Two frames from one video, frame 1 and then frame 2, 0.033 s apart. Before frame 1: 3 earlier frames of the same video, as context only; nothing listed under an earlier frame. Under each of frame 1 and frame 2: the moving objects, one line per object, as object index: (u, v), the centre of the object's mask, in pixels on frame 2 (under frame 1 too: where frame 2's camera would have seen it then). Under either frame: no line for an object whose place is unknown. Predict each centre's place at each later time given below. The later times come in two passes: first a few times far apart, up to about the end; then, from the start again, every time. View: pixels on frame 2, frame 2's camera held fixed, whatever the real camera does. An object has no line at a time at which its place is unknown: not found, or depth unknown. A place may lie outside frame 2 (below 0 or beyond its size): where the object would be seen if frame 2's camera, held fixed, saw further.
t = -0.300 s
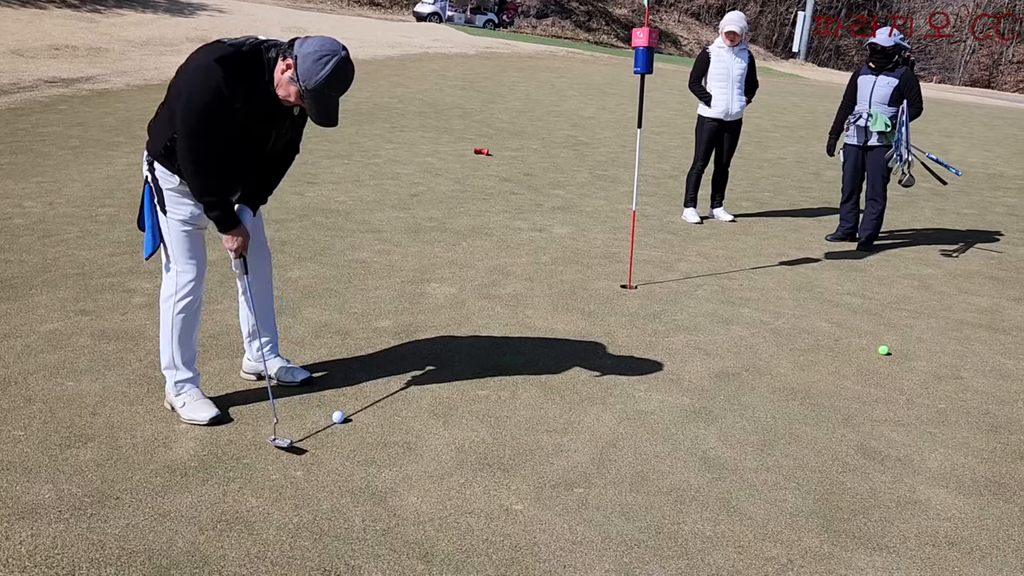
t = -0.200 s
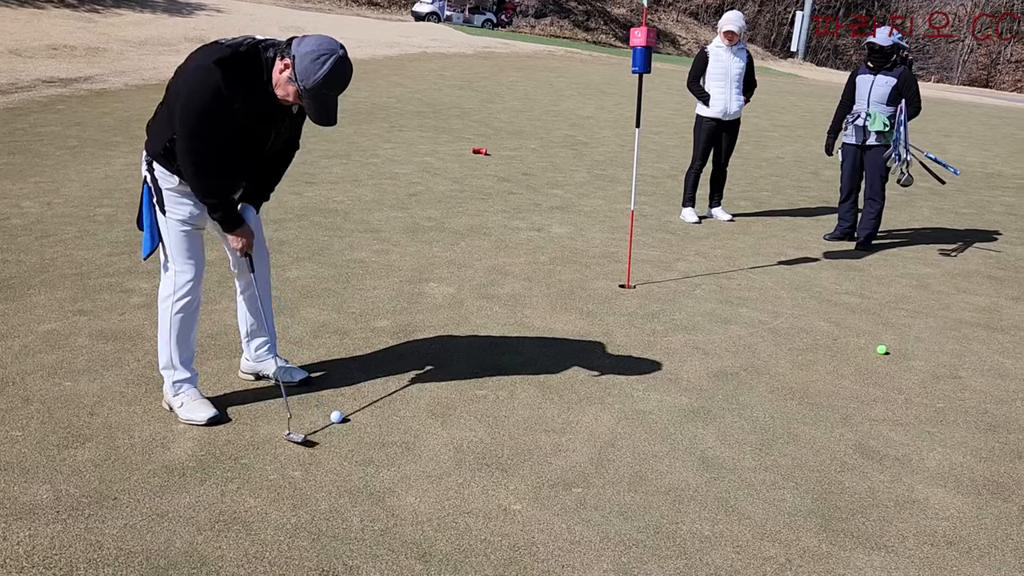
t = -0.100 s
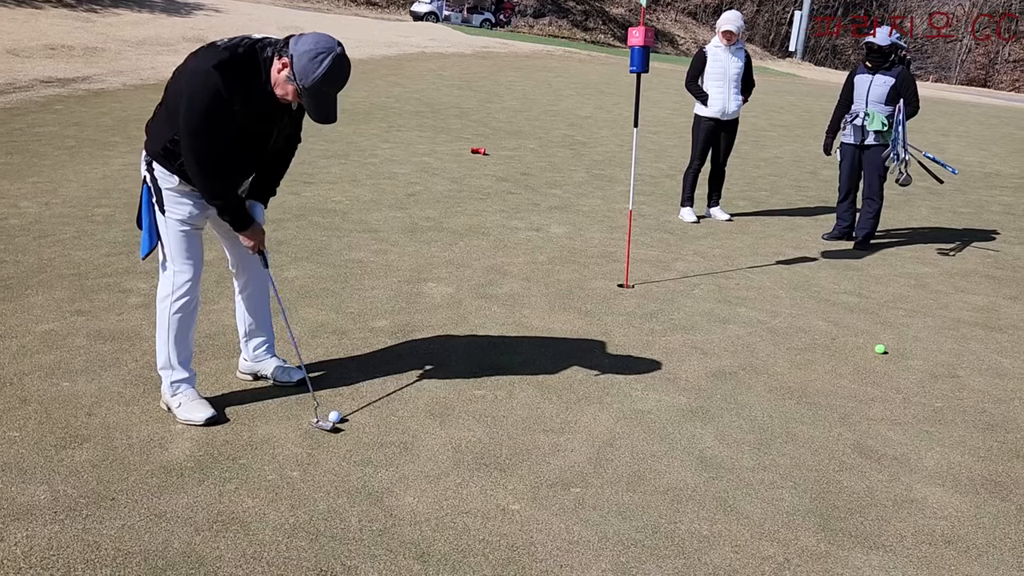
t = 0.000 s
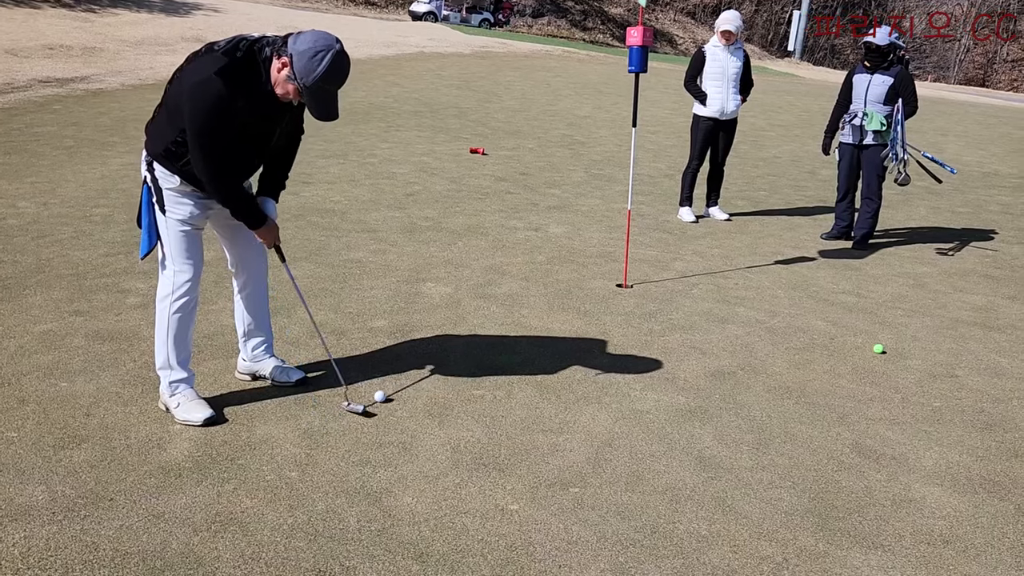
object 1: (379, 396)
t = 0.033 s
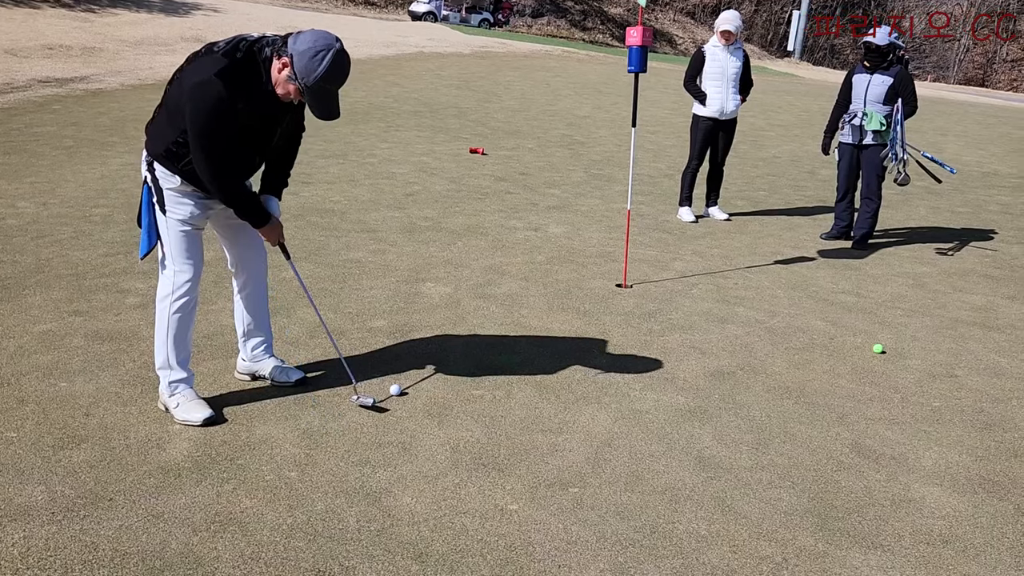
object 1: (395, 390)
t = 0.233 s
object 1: (460, 363)
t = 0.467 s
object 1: (515, 338)
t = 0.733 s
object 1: (562, 318)
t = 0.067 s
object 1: (409, 384)
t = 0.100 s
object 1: (421, 379)
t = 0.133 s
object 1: (432, 374)
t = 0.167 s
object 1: (442, 370)
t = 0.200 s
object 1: (451, 366)
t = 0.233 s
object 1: (460, 363)
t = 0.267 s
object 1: (469, 358)
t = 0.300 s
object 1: (477, 355)
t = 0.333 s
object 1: (486, 351)
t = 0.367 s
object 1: (493, 347)
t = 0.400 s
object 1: (501, 345)
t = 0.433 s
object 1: (509, 341)
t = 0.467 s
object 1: (515, 338)
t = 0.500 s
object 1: (522, 337)
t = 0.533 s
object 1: (529, 332)
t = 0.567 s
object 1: (535, 330)
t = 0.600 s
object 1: (541, 328)
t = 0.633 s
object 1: (546, 326)
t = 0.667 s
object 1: (551, 324)
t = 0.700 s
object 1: (556, 322)
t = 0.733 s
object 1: (562, 318)
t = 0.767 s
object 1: (566, 317)
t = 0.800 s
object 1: (570, 315)
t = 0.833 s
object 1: (575, 312)
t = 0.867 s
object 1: (579, 310)
